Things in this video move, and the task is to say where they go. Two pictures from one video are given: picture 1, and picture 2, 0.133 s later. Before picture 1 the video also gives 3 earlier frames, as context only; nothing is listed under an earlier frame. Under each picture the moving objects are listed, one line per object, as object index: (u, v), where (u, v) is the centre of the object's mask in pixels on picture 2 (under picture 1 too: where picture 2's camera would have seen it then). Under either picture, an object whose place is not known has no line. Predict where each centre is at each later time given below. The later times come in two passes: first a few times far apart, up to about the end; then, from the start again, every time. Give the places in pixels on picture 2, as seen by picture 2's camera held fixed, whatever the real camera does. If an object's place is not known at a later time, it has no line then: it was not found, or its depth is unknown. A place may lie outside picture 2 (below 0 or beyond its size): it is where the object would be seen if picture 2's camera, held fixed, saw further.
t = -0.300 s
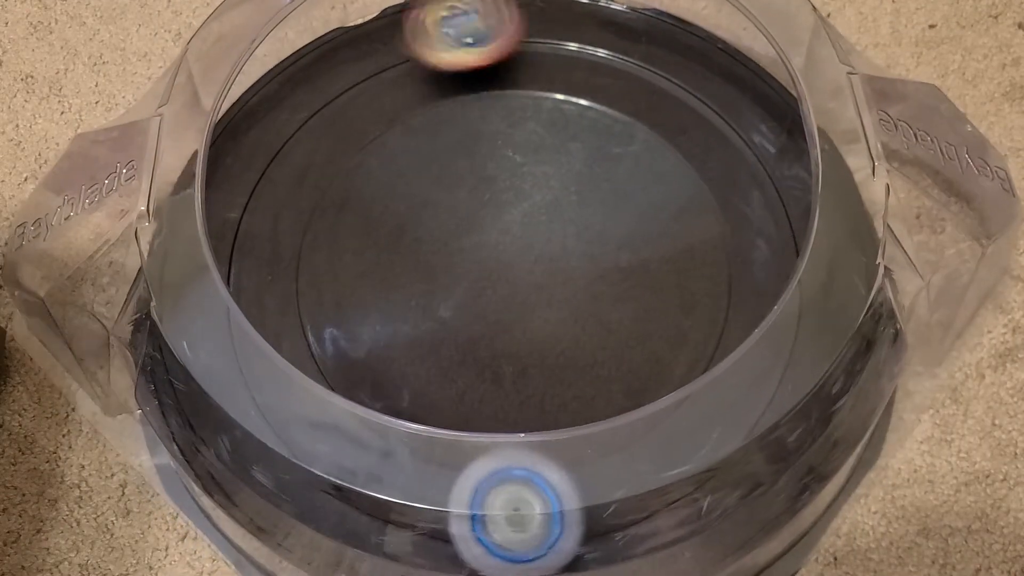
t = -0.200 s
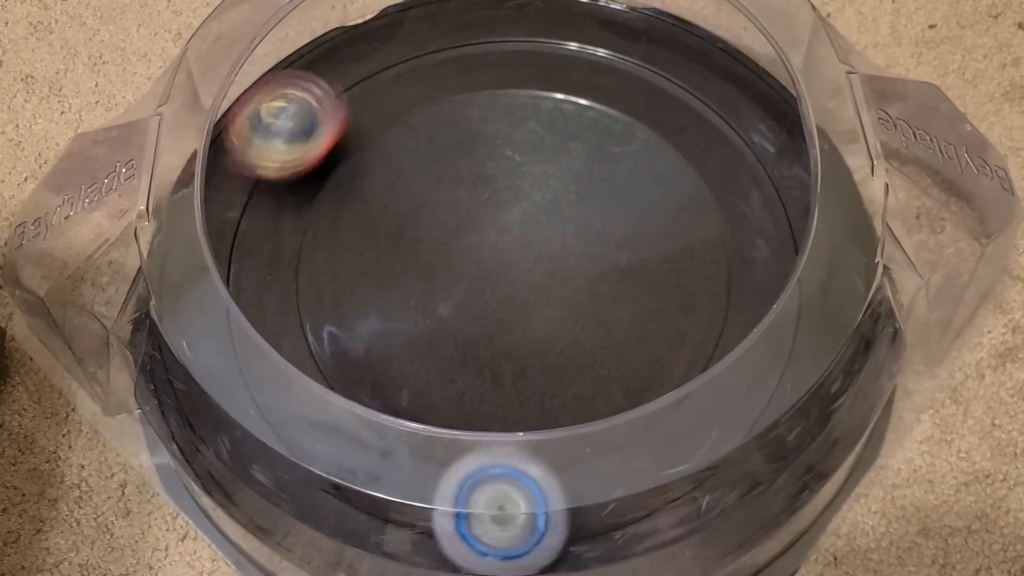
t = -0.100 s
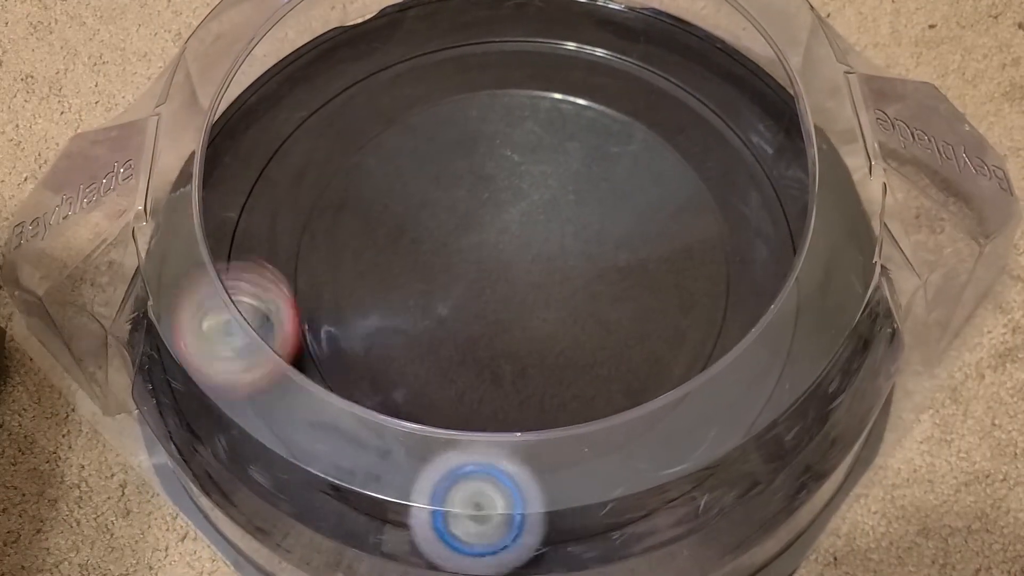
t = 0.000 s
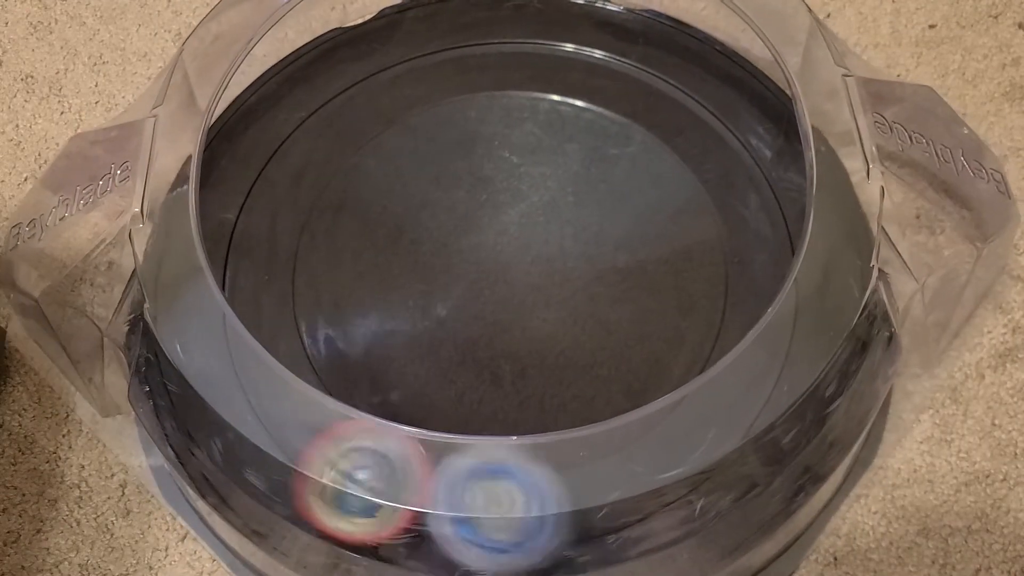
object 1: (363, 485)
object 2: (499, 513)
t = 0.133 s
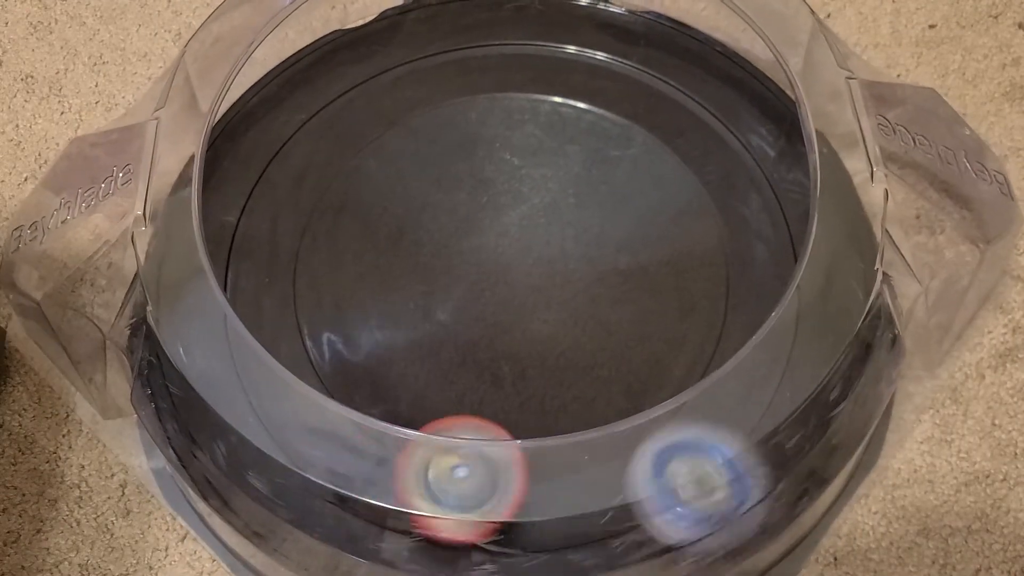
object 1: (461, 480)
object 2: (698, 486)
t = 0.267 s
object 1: (501, 417)
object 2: (795, 387)
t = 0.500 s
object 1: (584, 155)
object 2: (737, 288)
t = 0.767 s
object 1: (365, 33)
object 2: (532, 253)
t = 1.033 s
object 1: (258, 291)
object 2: (386, 203)
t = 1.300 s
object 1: (572, 510)
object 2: (543, 196)
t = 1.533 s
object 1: (794, 248)
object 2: (654, 259)
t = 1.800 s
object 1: (487, 33)
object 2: (478, 314)
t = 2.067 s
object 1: (225, 289)
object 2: (419, 152)
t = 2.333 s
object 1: (612, 506)
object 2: (554, 97)
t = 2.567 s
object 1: (785, 202)
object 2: (611, 243)
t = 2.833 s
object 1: (461, 34)
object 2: (402, 340)
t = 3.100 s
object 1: (211, 229)
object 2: (396, 288)
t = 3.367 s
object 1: (249, 360)
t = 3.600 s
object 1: (504, 354)
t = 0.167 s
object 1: (470, 468)
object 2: (726, 458)
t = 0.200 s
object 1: (476, 455)
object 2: (751, 431)
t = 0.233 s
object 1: (486, 438)
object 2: (774, 408)
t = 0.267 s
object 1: (501, 417)
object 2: (795, 387)
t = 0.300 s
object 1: (521, 390)
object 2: (816, 368)
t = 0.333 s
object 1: (545, 365)
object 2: (805, 348)
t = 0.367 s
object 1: (569, 329)
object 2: (797, 336)
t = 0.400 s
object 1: (587, 286)
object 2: (780, 323)
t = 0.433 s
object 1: (594, 240)
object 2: (764, 310)
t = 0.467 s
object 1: (593, 196)
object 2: (749, 298)
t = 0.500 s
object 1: (584, 155)
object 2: (737, 288)
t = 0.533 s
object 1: (568, 118)
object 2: (722, 281)
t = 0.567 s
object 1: (547, 89)
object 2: (705, 275)
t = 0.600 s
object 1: (521, 63)
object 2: (683, 270)
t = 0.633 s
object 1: (493, 45)
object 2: (658, 266)
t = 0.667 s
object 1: (463, 31)
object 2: (630, 263)
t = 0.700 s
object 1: (432, 30)
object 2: (599, 261)
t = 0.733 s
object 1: (401, 35)
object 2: (566, 257)
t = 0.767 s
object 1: (365, 33)
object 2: (532, 253)
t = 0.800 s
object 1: (338, 48)
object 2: (500, 249)
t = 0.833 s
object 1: (313, 72)
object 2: (468, 242)
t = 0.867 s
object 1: (284, 96)
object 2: (441, 235)
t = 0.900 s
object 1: (254, 124)
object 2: (419, 227)
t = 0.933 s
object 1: (243, 163)
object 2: (403, 221)
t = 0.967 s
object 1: (239, 203)
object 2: (391, 214)
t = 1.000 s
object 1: (247, 248)
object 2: (386, 208)
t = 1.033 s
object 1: (258, 291)
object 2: (386, 203)
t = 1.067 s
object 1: (279, 332)
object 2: (392, 199)
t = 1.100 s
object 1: (305, 370)
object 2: (404, 195)
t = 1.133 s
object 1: (339, 407)
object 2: (420, 192)
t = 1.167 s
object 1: (379, 438)
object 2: (440, 191)
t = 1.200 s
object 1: (421, 466)
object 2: (465, 190)
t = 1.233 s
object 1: (469, 489)
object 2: (489, 192)
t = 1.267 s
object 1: (520, 505)
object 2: (515, 193)
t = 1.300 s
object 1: (572, 510)
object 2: (543, 196)
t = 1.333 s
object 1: (624, 506)
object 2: (568, 200)
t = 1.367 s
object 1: (669, 481)
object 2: (590, 203)
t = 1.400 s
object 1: (715, 447)
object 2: (611, 210)
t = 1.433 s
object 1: (753, 407)
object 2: (627, 220)
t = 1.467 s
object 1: (779, 357)
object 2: (641, 230)
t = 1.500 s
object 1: (792, 303)
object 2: (650, 244)
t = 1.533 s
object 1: (794, 248)
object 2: (654, 259)
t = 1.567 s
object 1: (779, 198)
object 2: (651, 275)
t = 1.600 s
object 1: (755, 151)
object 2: (641, 292)
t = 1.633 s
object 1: (727, 111)
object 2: (623, 307)
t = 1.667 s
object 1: (687, 79)
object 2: (599, 320)
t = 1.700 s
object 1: (642, 55)
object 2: (571, 327)
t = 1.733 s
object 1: (590, 39)
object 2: (540, 329)
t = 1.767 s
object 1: (538, 34)
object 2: (508, 324)
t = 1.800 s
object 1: (487, 33)
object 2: (478, 314)
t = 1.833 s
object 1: (436, 38)
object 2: (452, 298)
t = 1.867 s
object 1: (388, 54)
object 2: (431, 279)
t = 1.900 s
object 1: (341, 78)
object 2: (415, 256)
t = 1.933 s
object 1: (301, 108)
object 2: (406, 234)
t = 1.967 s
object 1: (267, 145)
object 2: (403, 212)
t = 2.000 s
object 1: (245, 188)
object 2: (404, 191)
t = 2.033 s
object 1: (229, 235)
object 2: (411, 170)
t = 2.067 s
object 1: (225, 289)
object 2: (419, 152)
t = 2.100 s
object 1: (235, 344)
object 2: (433, 136)
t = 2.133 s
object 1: (258, 398)
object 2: (446, 122)
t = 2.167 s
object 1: (299, 448)
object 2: (463, 110)
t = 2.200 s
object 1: (351, 484)
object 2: (480, 100)
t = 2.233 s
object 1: (412, 511)
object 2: (497, 95)
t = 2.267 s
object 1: (480, 521)
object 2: (516, 92)
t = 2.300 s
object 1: (548, 520)
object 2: (534, 93)
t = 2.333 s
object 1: (612, 506)
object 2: (554, 97)
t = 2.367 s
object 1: (670, 480)
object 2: (571, 105)
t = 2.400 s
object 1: (719, 442)
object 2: (589, 119)
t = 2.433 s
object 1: (757, 401)
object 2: (603, 135)
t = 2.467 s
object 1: (782, 351)
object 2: (613, 159)
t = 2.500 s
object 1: (793, 300)
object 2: (618, 183)
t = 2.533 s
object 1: (794, 249)
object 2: (617, 213)
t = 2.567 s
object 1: (785, 202)
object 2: (611, 243)
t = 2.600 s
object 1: (761, 158)
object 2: (596, 274)
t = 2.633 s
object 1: (736, 119)
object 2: (576, 301)
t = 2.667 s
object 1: (700, 86)
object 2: (551, 322)
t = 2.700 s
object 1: (659, 60)
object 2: (521, 339)
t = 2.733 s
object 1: (612, 42)
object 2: (490, 348)
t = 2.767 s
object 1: (564, 34)
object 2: (459, 352)
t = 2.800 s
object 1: (512, 32)
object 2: (429, 348)
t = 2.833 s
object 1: (461, 34)
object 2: (402, 340)
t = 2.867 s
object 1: (414, 43)
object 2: (379, 326)
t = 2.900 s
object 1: (368, 62)
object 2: (359, 311)
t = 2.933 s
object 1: (326, 87)
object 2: (345, 294)
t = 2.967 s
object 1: (289, 118)
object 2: (334, 276)
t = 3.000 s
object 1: (260, 157)
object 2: (327, 257)
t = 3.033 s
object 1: (236, 190)
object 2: (337, 249)
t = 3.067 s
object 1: (222, 204)
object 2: (366, 265)
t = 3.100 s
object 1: (211, 229)
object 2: (396, 288)
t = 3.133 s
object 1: (202, 256)
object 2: (432, 304)
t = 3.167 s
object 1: (193, 272)
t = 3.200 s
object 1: (185, 295)
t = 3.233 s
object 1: (179, 315)
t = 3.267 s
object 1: (180, 332)
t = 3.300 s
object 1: (198, 346)
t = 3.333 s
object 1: (222, 353)
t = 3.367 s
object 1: (249, 360)
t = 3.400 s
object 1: (278, 362)
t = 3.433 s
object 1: (308, 363)
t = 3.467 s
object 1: (341, 360)
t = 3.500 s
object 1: (377, 359)
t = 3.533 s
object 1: (415, 360)
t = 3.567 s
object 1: (459, 360)
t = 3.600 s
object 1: (504, 354)
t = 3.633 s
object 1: (481, 358)
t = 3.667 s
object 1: (386, 367)
